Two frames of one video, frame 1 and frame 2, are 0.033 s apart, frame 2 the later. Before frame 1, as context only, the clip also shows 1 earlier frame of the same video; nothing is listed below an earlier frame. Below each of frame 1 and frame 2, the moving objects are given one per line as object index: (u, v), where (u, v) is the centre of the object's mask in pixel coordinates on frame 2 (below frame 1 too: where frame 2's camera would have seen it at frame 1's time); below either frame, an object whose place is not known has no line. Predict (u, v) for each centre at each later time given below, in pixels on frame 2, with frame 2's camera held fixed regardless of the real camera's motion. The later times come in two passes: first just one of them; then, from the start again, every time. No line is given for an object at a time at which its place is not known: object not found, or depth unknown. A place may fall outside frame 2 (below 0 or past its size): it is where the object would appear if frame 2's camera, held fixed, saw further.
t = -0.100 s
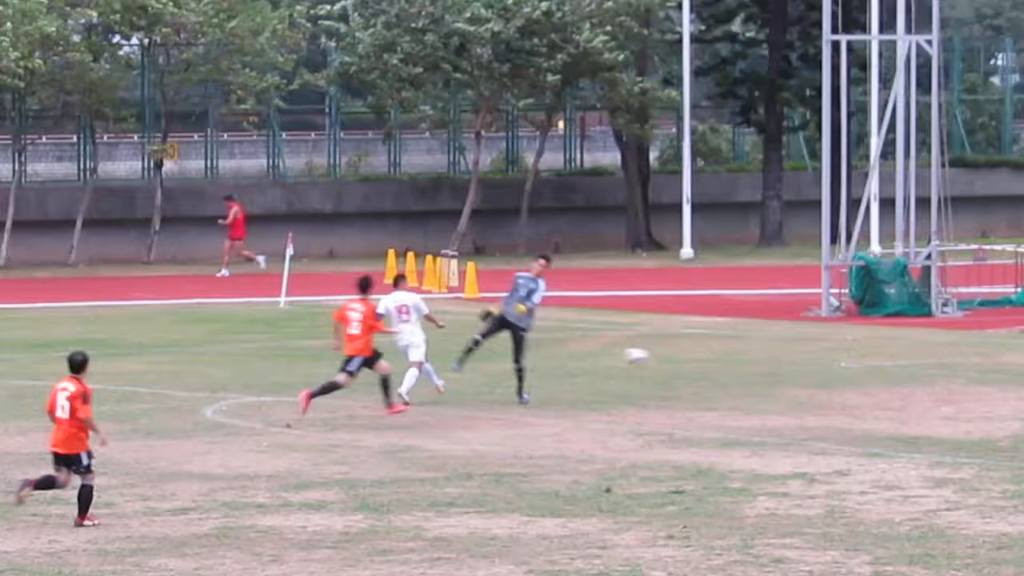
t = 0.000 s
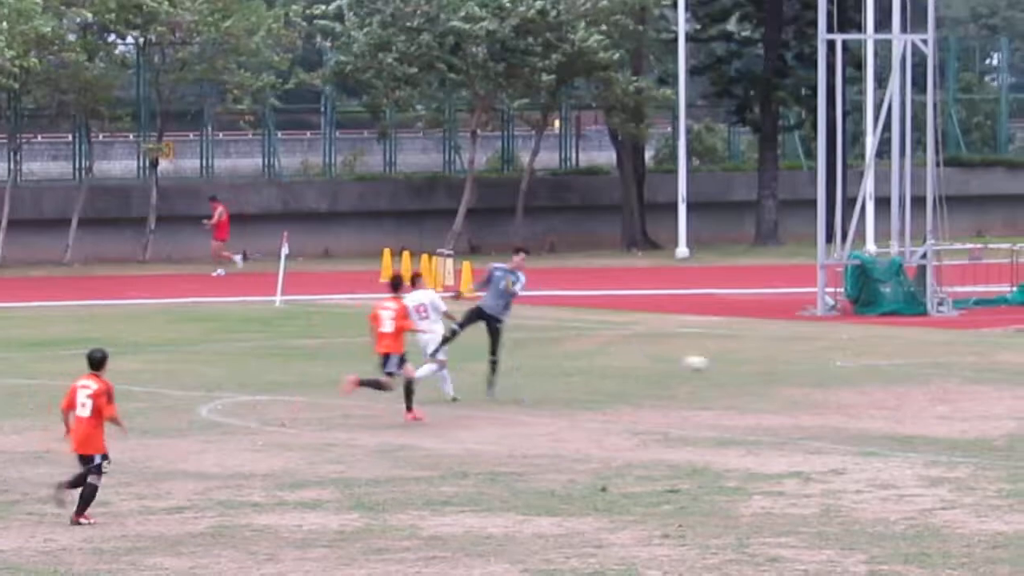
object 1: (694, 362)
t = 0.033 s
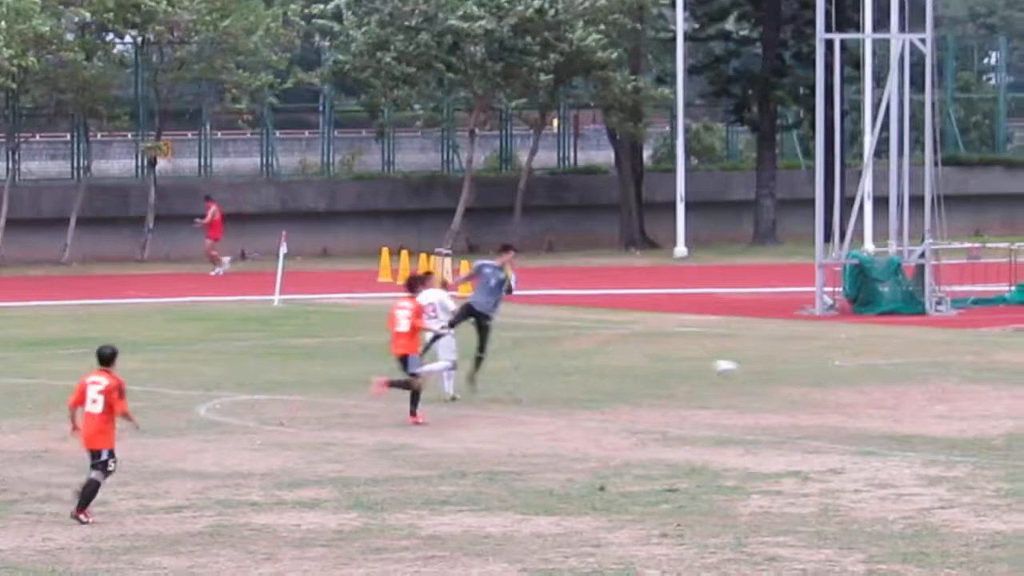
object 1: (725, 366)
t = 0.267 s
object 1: (913, 374)
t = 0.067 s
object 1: (756, 373)
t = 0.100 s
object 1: (787, 381)
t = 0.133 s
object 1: (817, 391)
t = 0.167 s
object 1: (843, 389)
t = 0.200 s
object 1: (867, 383)
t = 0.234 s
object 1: (889, 378)
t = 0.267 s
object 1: (913, 374)
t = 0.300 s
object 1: (935, 371)
